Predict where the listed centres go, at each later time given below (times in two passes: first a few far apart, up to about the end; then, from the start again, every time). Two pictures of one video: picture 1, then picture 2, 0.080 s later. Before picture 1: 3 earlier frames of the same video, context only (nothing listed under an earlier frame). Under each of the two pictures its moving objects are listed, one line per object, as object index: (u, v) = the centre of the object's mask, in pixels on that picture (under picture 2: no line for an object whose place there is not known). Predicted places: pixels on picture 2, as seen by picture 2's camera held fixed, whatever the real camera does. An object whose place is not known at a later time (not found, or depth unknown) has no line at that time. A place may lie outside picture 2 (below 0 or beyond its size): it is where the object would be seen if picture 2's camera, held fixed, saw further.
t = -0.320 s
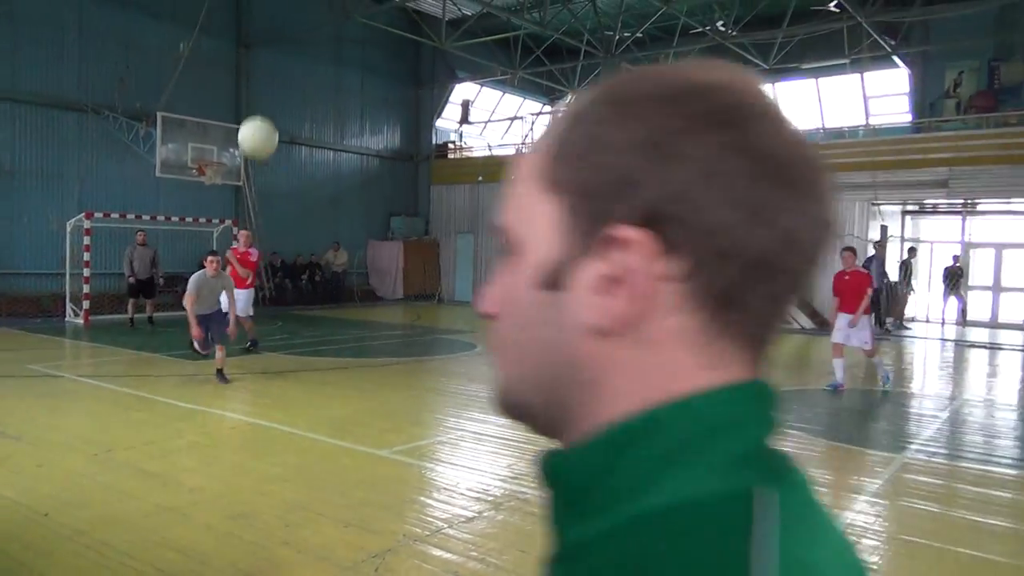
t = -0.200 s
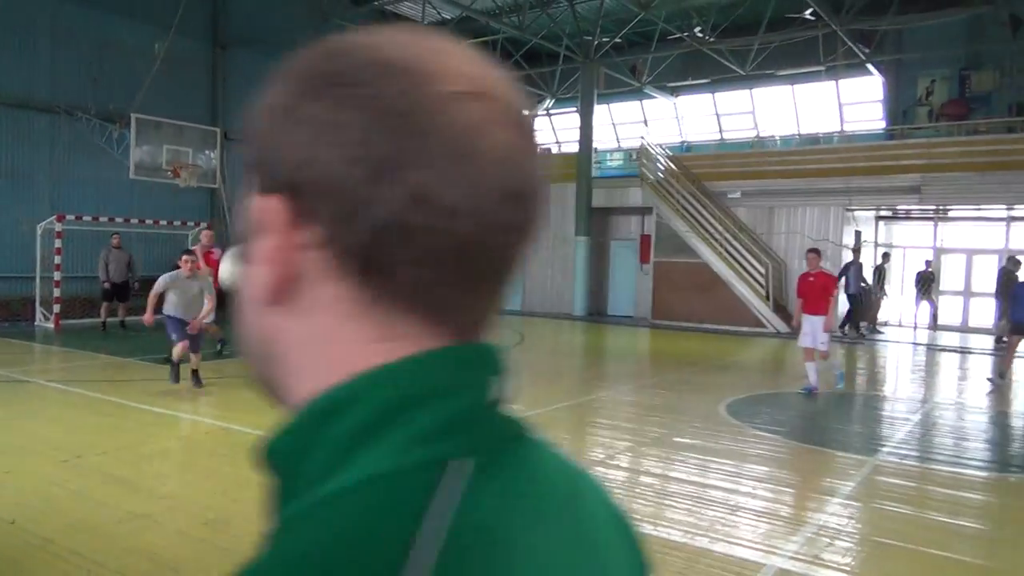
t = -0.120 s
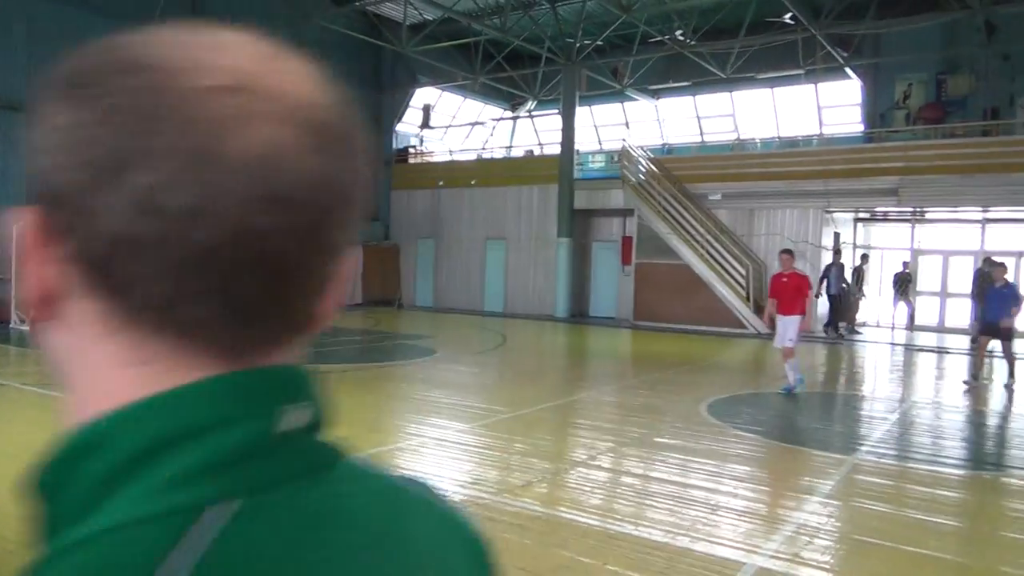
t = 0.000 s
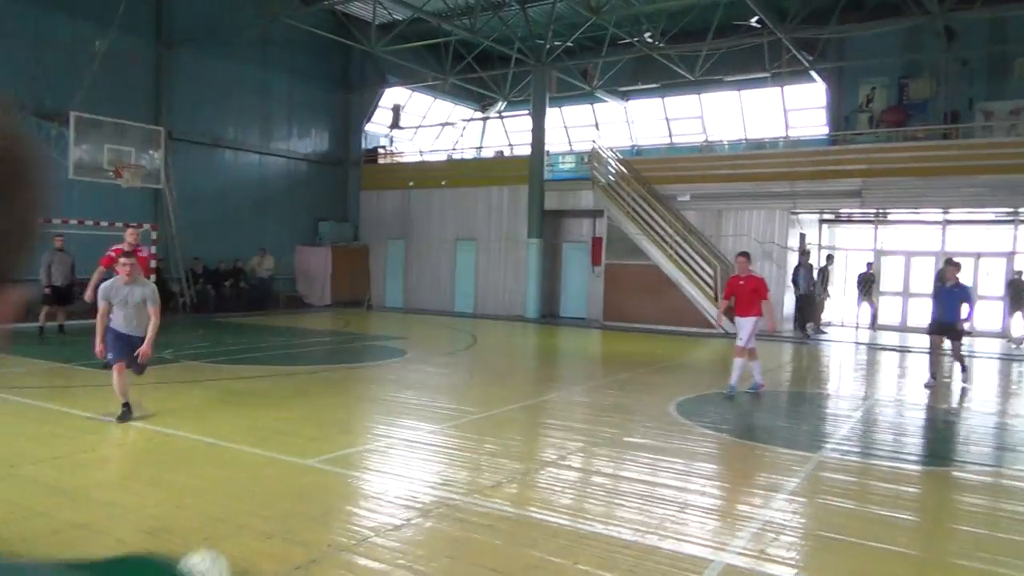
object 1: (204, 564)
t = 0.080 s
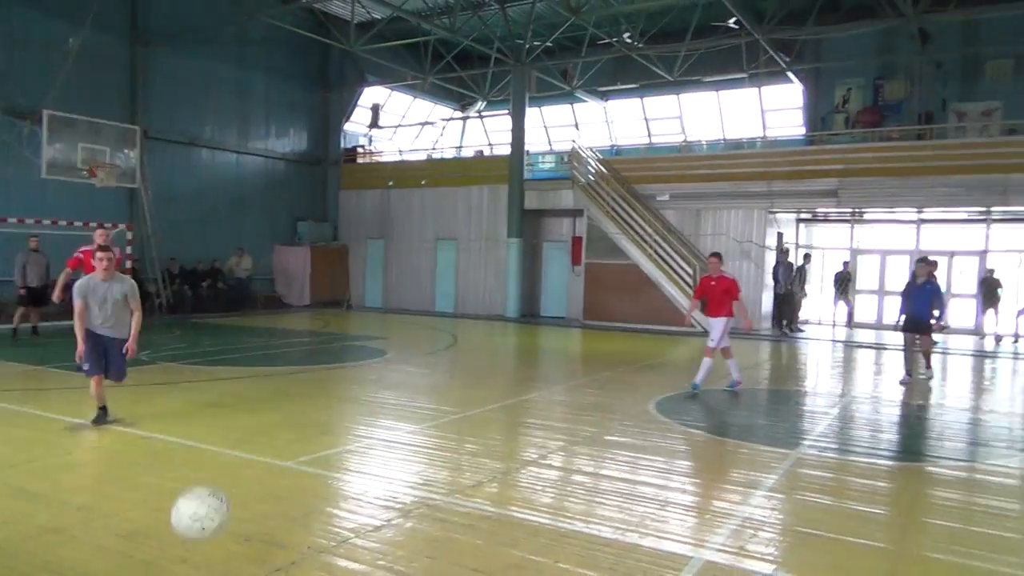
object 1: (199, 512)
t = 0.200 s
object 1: (234, 429)
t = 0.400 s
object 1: (306, 357)
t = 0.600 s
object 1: (405, 415)
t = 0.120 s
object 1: (210, 482)
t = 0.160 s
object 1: (222, 455)
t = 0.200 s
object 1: (234, 429)
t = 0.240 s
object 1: (247, 407)
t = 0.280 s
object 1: (261, 389)
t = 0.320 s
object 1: (274, 375)
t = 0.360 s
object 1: (290, 364)
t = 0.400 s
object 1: (306, 357)
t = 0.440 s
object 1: (324, 356)
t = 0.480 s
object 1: (342, 360)
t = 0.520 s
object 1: (362, 373)
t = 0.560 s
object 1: (382, 390)
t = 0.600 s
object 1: (405, 415)
